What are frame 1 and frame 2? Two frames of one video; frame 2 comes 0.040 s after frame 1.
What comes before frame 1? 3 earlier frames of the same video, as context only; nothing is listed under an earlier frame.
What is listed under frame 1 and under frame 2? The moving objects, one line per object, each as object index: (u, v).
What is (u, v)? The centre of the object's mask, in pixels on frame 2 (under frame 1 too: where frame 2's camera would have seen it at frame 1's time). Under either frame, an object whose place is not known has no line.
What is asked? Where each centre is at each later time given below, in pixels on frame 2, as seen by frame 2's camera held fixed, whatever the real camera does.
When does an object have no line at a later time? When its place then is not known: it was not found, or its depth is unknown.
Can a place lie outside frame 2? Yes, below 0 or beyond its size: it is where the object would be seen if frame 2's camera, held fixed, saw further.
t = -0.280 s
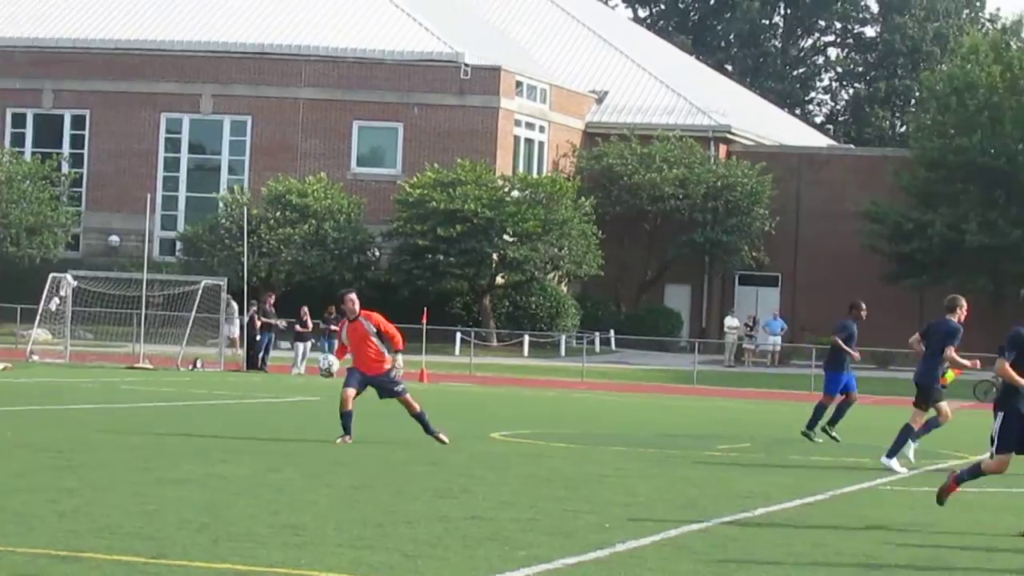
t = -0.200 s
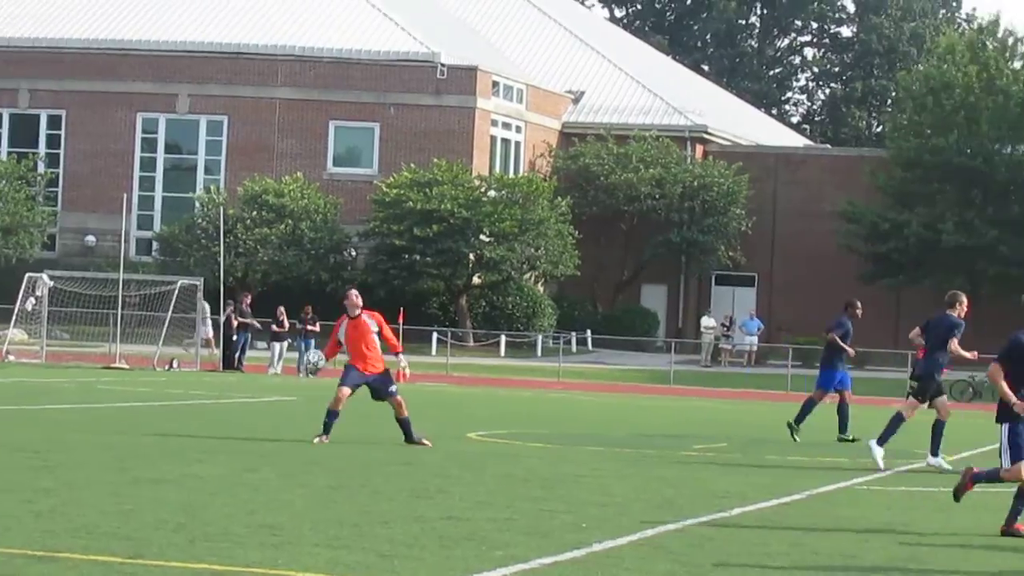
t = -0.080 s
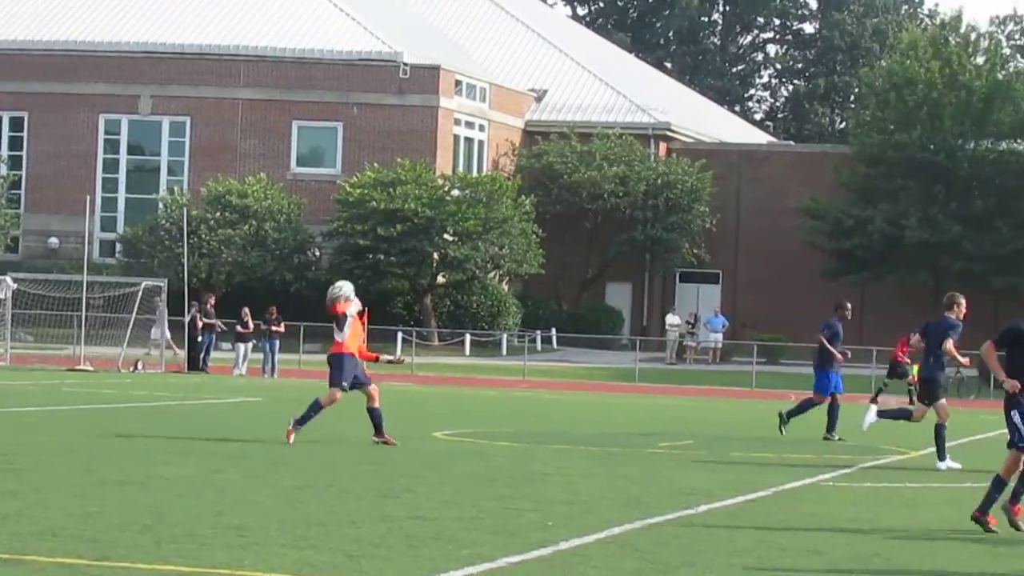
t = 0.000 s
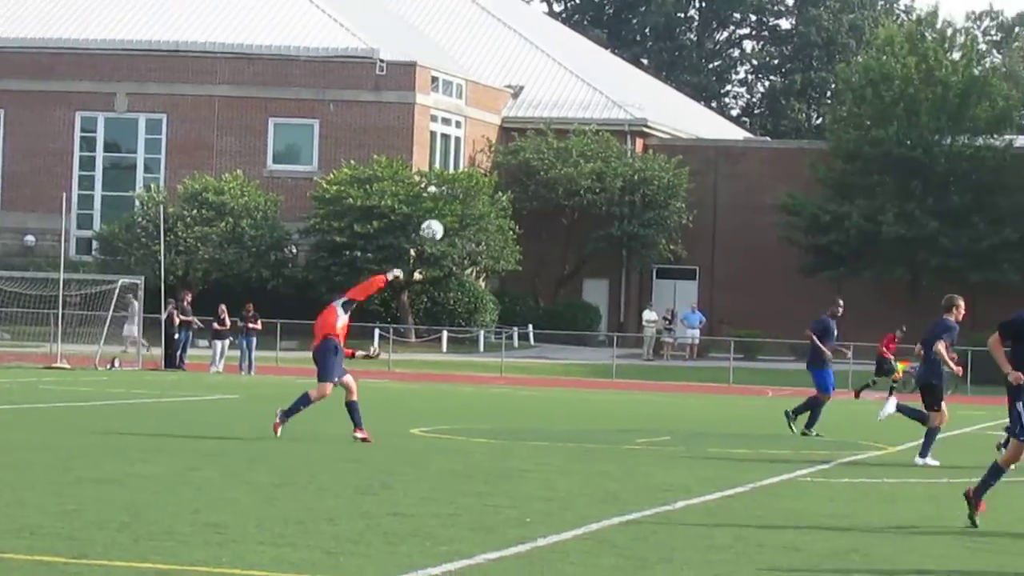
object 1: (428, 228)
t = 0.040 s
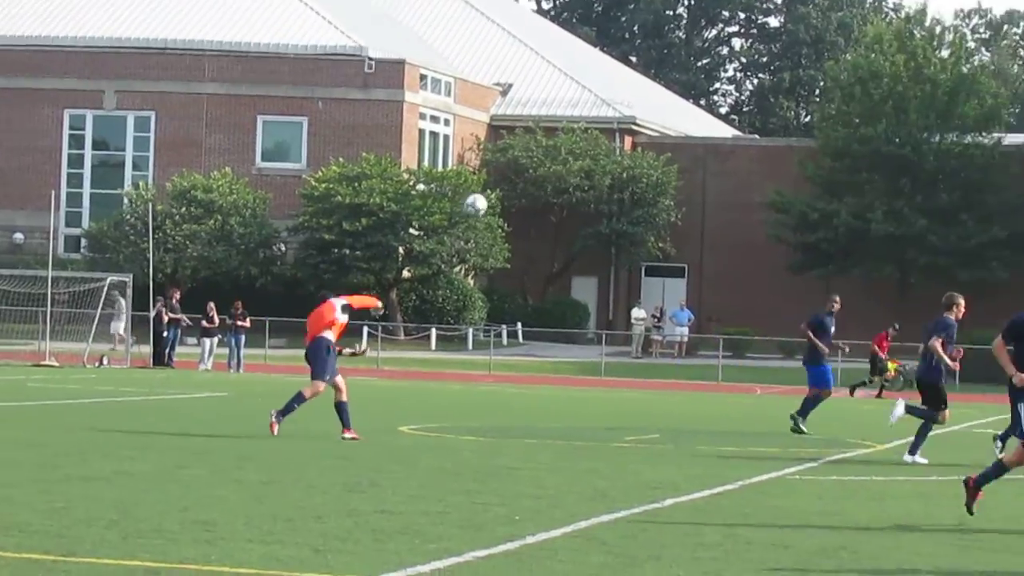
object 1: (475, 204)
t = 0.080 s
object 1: (522, 184)
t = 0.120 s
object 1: (567, 164)
